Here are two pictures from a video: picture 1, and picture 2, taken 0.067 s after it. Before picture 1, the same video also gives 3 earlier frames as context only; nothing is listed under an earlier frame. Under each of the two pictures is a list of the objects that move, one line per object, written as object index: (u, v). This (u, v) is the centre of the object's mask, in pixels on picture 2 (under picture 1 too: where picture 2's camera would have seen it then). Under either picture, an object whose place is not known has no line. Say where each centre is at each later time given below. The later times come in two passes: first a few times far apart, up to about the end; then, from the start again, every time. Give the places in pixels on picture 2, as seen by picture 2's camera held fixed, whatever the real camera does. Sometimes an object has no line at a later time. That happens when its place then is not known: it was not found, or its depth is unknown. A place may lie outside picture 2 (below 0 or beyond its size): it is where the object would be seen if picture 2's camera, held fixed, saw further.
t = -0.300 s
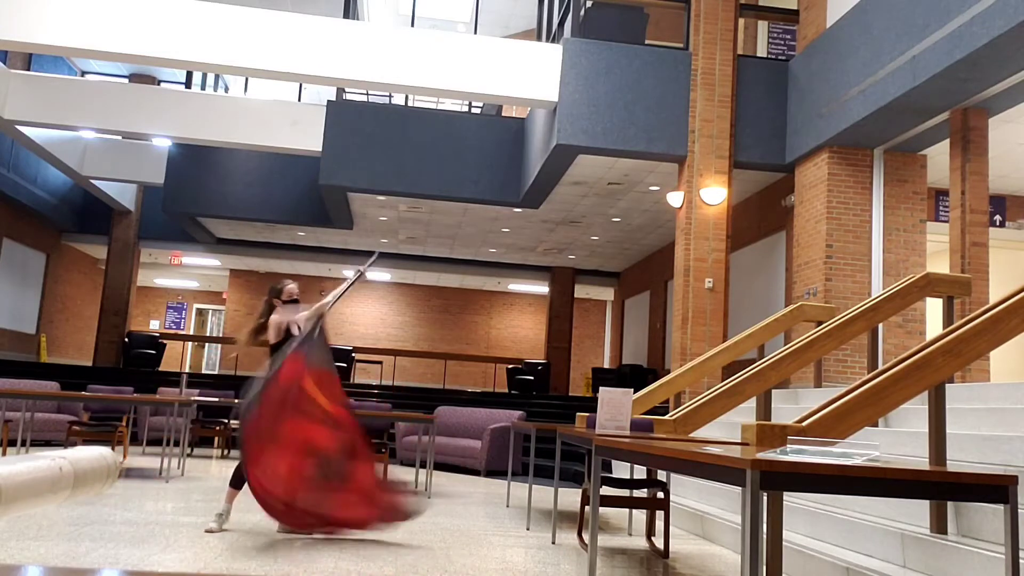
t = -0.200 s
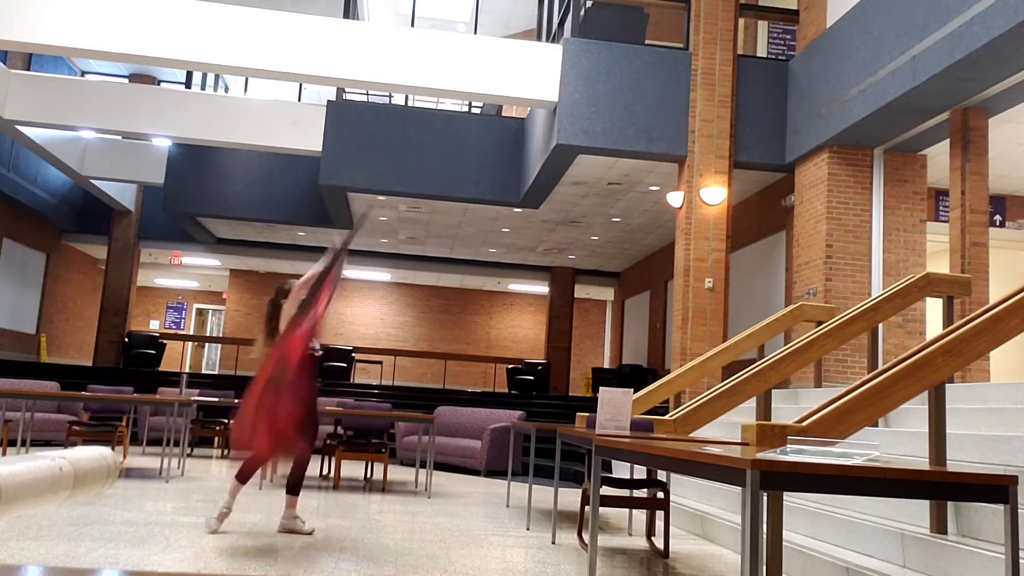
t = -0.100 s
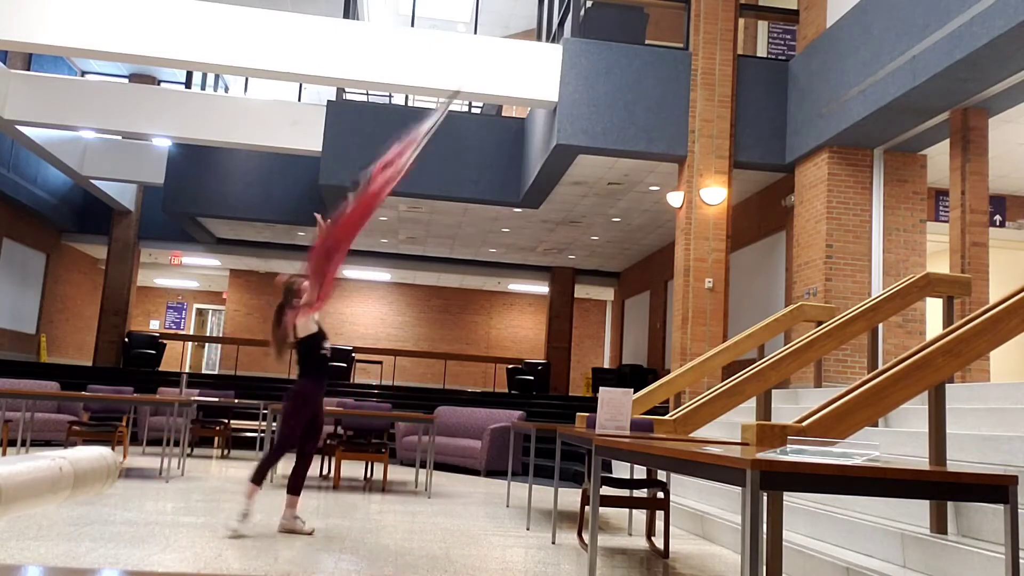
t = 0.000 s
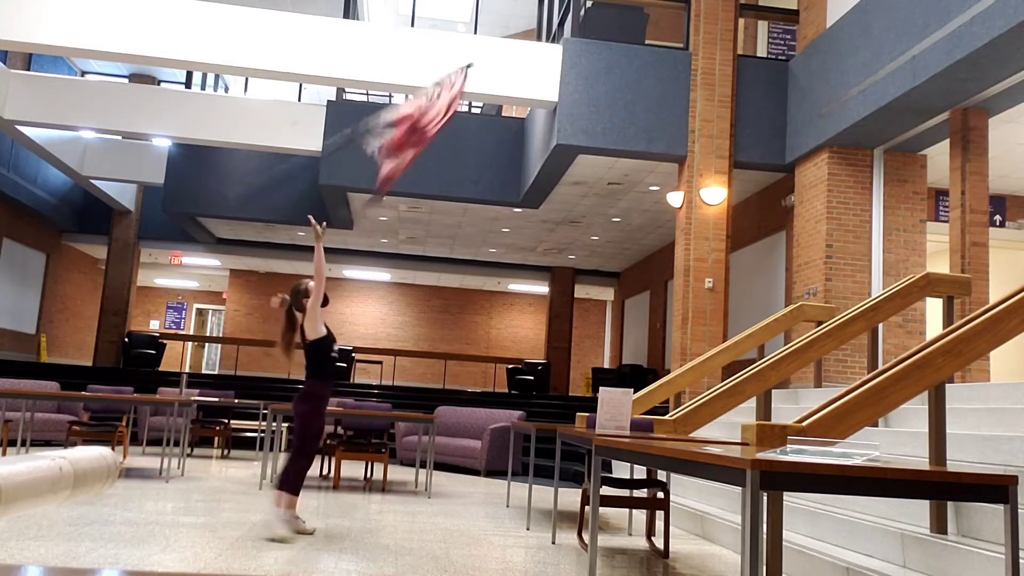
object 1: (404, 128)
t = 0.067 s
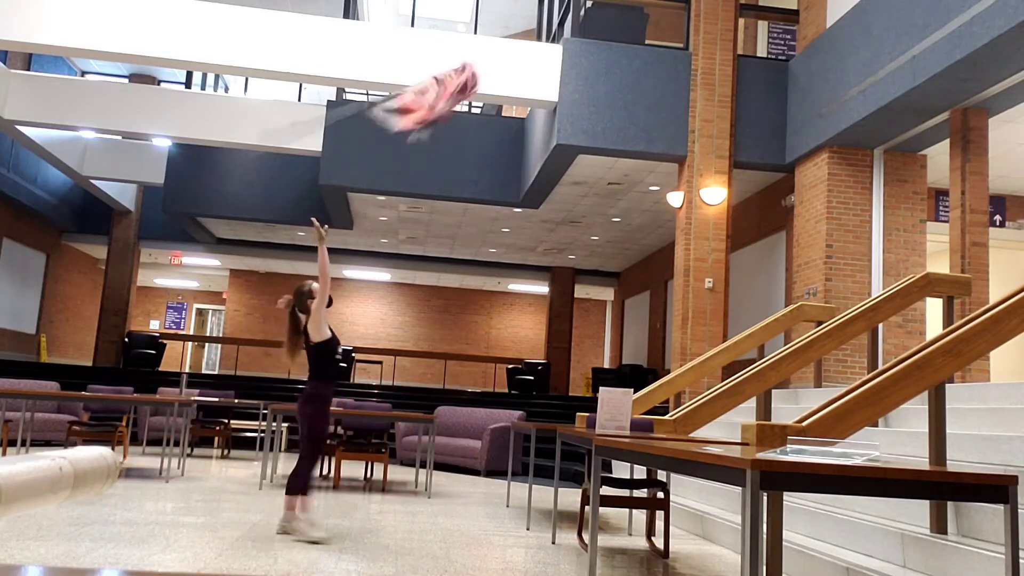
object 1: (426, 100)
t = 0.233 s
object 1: (428, 83)
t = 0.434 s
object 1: (349, 135)
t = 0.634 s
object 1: (304, 174)
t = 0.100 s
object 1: (434, 93)
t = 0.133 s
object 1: (443, 86)
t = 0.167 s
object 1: (446, 79)
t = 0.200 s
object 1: (434, 81)
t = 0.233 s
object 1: (428, 83)
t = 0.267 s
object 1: (422, 87)
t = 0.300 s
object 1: (409, 95)
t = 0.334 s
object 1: (392, 107)
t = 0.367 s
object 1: (373, 118)
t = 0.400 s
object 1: (355, 130)
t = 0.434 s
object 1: (349, 135)
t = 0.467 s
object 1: (337, 142)
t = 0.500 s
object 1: (339, 142)
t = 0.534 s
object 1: (332, 148)
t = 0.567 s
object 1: (315, 158)
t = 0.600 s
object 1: (309, 165)
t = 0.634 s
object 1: (304, 174)
